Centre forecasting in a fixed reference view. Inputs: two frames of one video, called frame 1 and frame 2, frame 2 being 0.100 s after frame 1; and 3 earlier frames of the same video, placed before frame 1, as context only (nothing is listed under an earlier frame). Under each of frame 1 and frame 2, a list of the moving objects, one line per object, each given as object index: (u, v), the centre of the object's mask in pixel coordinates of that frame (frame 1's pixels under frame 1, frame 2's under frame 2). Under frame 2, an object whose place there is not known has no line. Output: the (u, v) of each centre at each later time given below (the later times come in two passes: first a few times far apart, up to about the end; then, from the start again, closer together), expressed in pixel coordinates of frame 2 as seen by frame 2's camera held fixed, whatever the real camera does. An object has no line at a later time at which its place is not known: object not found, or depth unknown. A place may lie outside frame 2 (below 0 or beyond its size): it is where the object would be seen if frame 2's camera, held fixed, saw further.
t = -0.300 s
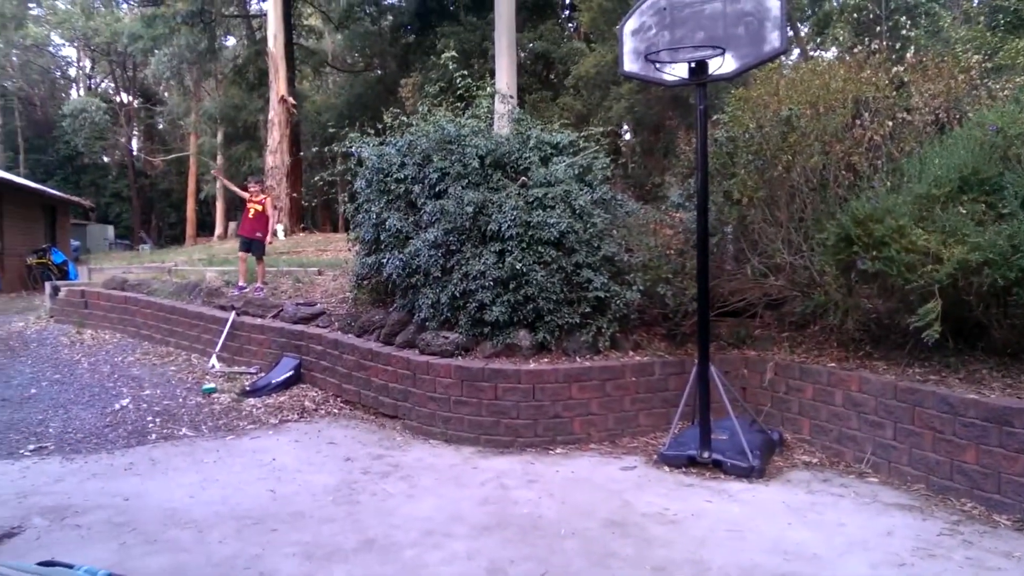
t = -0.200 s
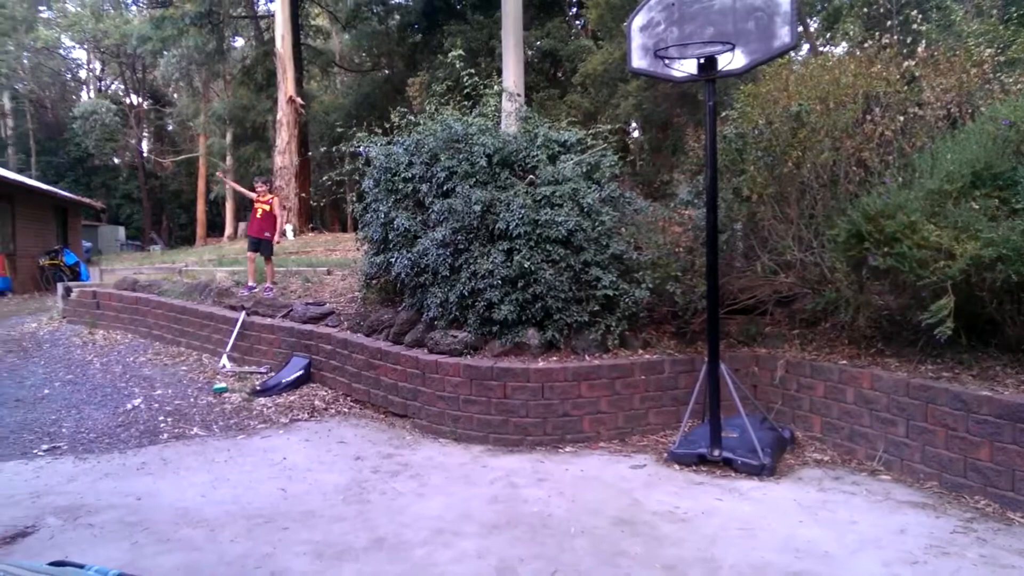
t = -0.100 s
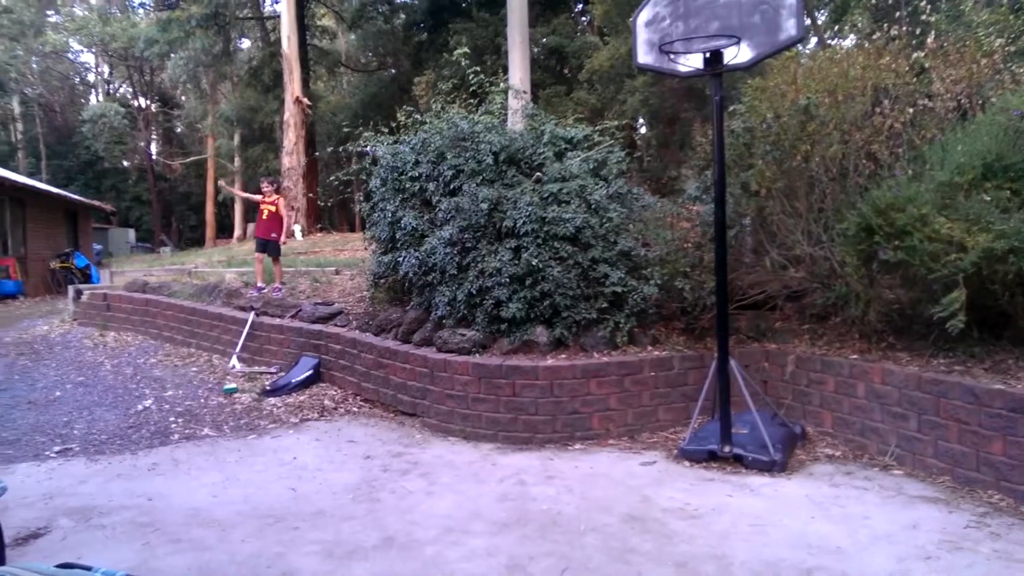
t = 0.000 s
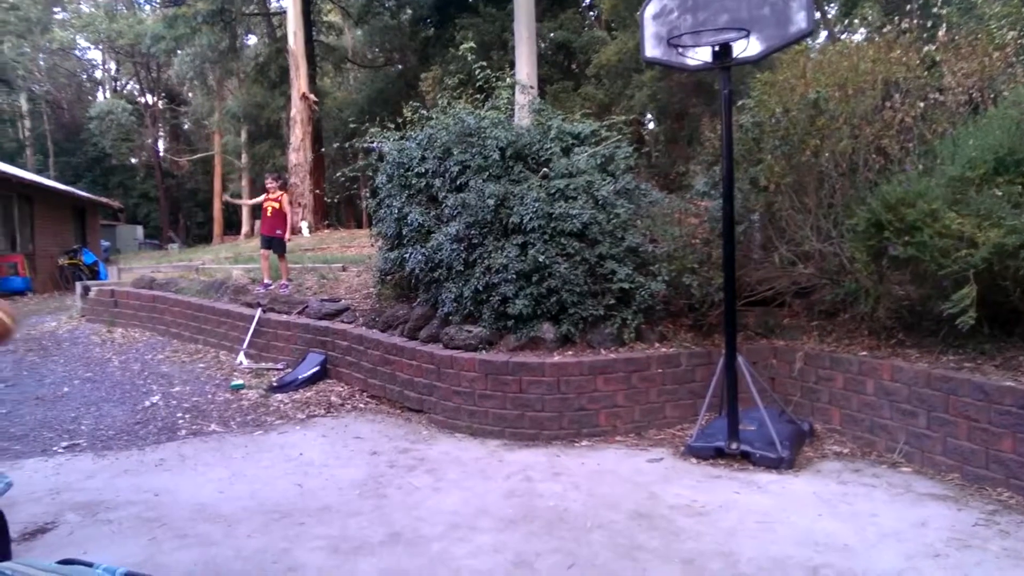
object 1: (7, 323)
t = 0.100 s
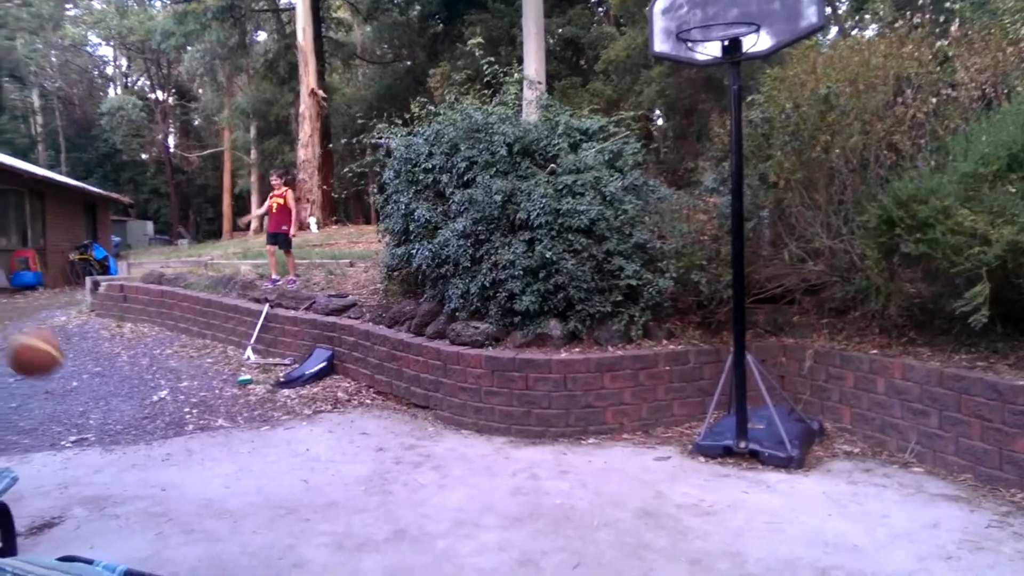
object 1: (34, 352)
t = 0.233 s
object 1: (91, 432)
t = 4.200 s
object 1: (690, 478)
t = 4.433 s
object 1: (721, 468)
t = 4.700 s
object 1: (755, 501)
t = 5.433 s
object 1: (841, 494)
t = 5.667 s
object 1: (865, 475)
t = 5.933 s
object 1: (887, 473)
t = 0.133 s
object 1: (48, 370)
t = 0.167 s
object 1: (63, 389)
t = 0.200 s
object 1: (77, 409)
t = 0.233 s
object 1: (91, 432)
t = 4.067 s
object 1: (673, 457)
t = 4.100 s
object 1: (677, 459)
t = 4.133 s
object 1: (681, 464)
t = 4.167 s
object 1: (685, 470)
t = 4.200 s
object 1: (690, 478)
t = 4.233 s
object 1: (694, 489)
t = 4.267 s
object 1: (699, 503)
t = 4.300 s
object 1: (703, 501)
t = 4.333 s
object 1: (707, 489)
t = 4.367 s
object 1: (712, 480)
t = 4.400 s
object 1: (716, 473)
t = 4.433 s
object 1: (721, 468)
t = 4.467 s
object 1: (724, 465)
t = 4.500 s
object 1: (729, 465)
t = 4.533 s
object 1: (733, 465)
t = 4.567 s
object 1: (738, 468)
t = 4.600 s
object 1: (742, 473)
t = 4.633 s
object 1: (746, 479)
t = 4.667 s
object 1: (750, 488)
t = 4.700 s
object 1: (755, 501)
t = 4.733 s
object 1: (759, 498)
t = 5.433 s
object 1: (841, 494)
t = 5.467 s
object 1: (844, 496)
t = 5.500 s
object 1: (848, 487)
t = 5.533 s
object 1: (852, 481)
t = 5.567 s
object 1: (856, 477)
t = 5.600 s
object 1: (859, 475)
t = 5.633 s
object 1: (862, 475)
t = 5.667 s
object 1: (865, 475)
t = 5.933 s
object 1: (887, 473)
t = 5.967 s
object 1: (890, 474)
